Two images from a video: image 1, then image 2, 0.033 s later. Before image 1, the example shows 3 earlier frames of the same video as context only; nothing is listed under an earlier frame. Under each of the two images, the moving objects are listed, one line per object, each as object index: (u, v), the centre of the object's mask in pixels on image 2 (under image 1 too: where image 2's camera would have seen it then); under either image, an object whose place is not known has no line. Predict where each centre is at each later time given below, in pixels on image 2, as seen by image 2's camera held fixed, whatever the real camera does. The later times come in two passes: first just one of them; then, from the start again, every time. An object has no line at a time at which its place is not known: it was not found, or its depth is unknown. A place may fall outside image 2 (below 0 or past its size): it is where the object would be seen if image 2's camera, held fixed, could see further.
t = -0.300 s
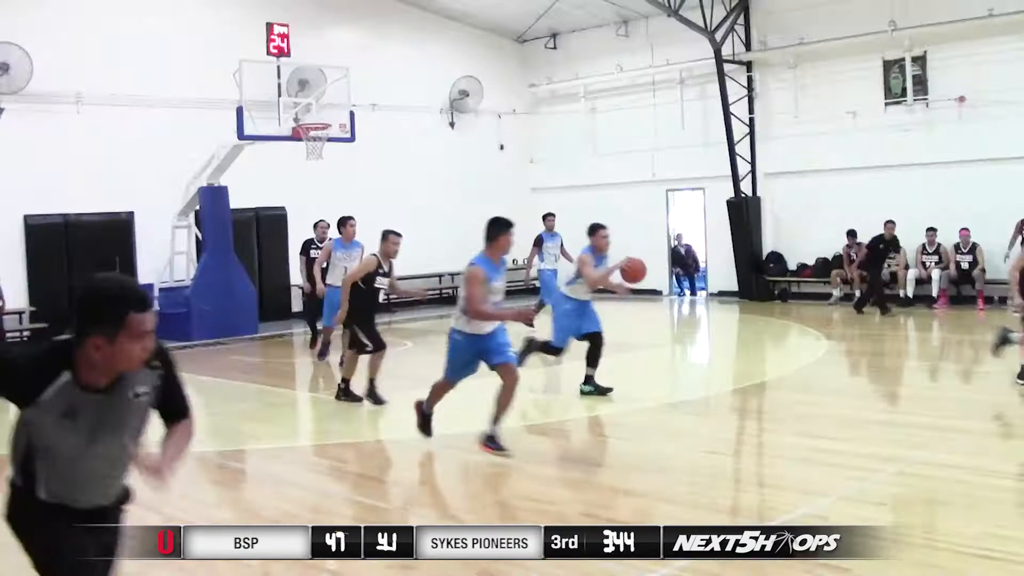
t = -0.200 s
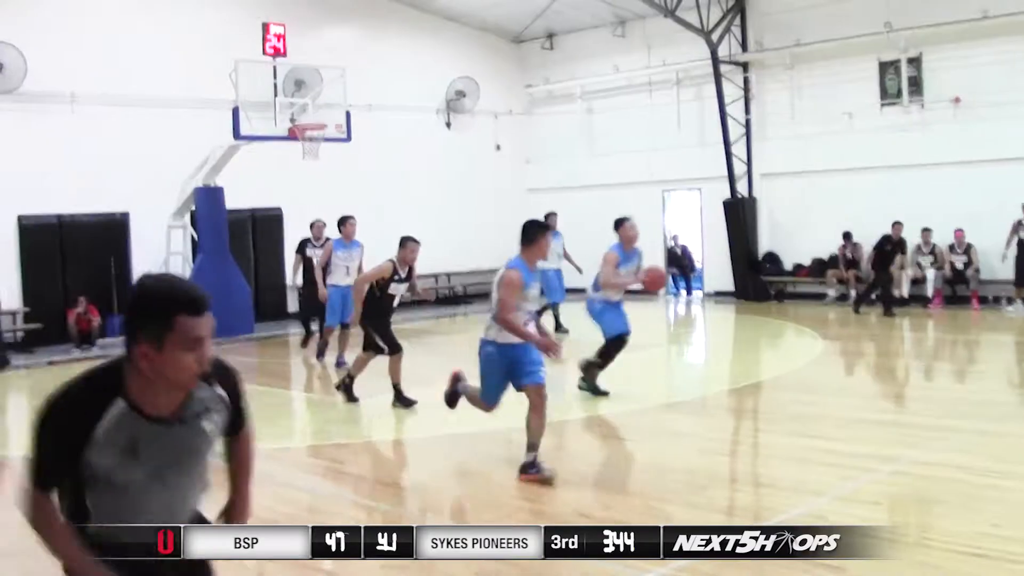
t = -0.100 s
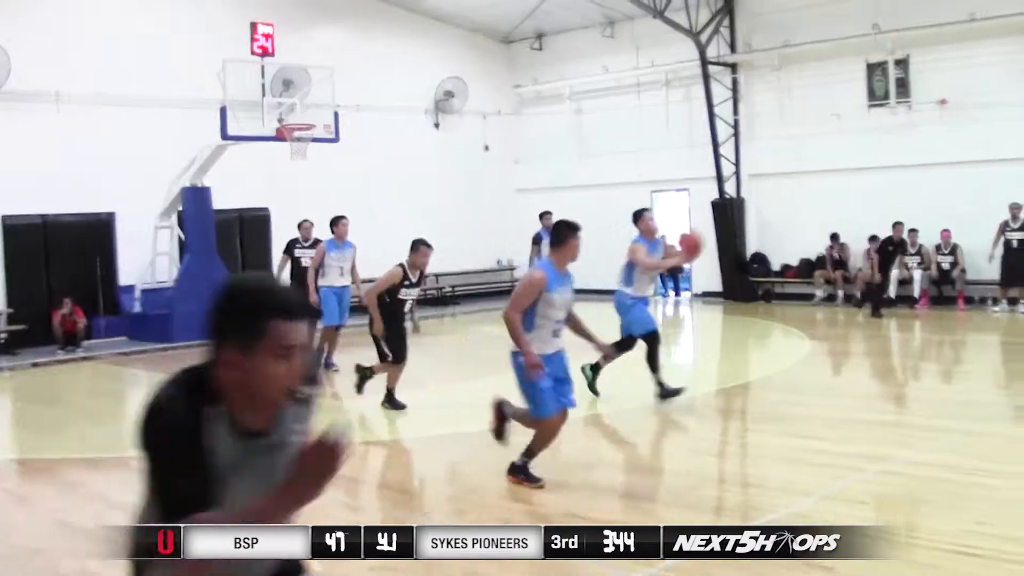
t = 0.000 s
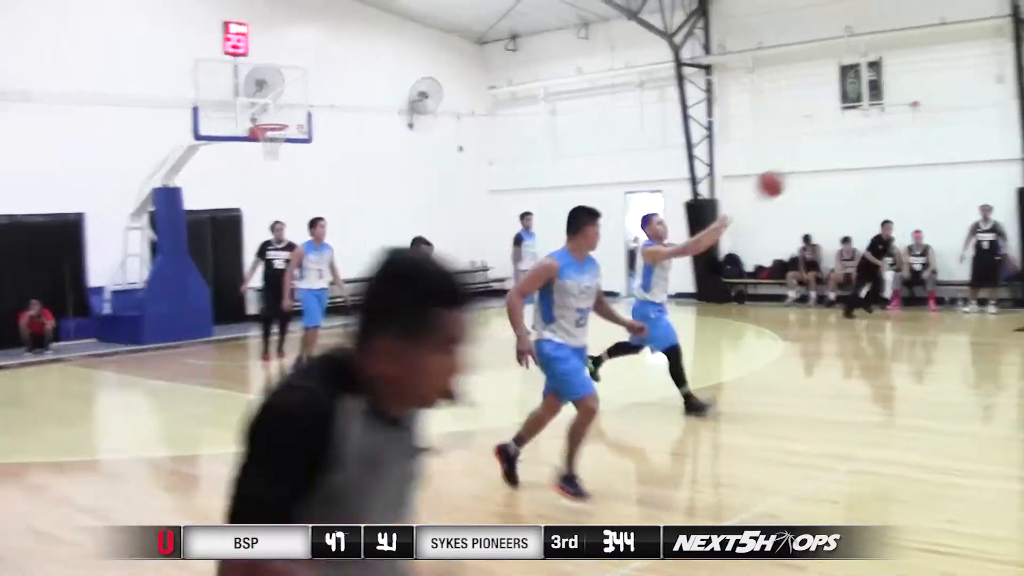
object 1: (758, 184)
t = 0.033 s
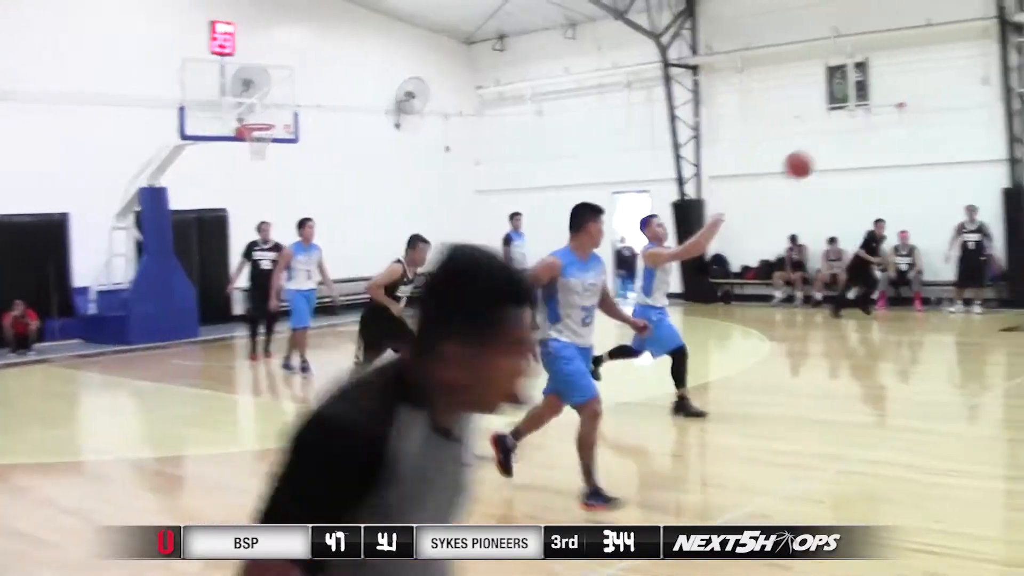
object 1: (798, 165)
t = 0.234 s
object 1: (1088, 59)
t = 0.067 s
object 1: (840, 145)
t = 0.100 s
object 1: (887, 125)
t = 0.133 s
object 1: (932, 109)
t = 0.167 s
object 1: (982, 91)
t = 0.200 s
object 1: (1033, 76)
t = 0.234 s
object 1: (1088, 59)
